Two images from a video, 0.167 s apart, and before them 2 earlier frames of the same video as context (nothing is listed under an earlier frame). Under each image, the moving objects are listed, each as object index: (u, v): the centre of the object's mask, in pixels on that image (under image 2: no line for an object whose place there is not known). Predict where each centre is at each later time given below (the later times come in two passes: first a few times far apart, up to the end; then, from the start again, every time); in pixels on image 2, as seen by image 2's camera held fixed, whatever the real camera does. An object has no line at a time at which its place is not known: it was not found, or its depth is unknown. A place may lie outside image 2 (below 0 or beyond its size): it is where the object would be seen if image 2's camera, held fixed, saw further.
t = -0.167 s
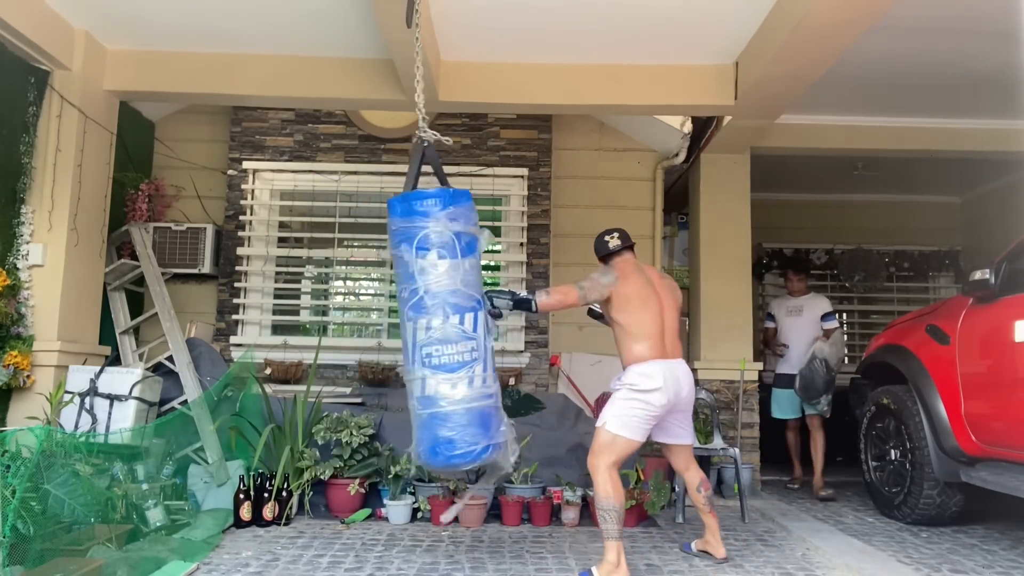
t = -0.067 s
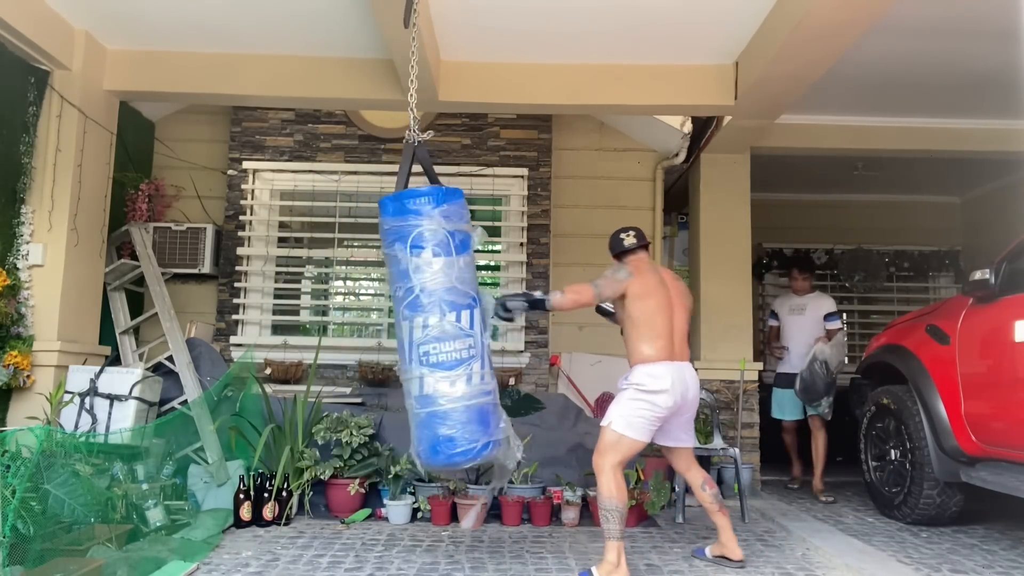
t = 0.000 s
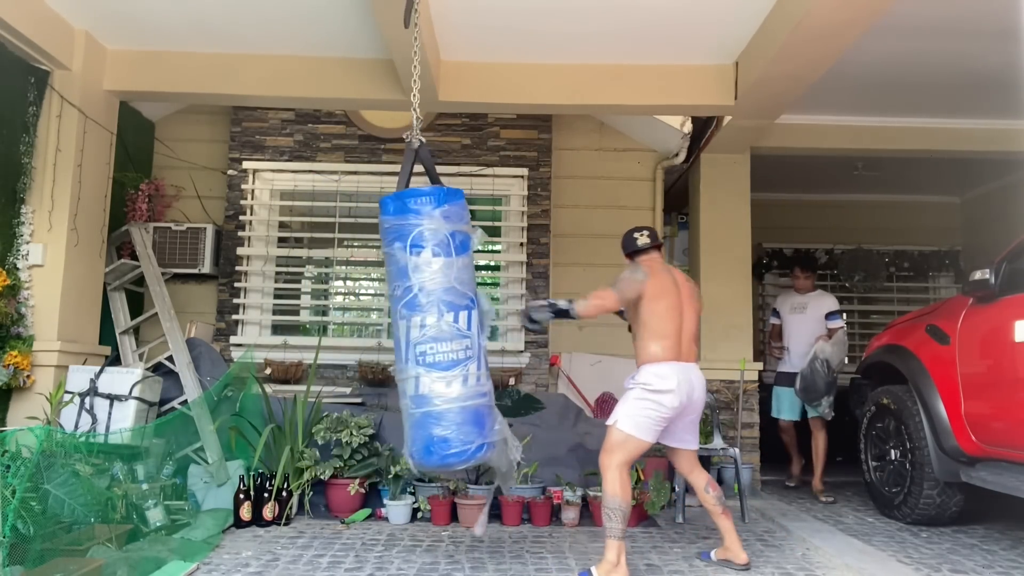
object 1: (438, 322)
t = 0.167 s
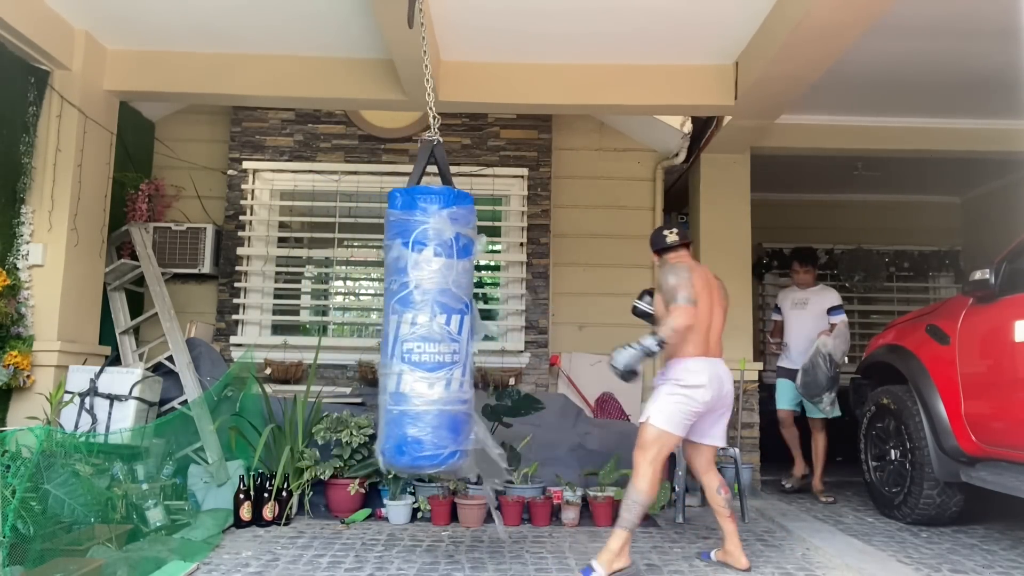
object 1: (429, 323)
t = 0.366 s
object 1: (407, 323)
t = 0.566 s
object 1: (385, 323)
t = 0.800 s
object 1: (368, 321)
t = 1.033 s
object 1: (358, 319)
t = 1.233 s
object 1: (365, 320)
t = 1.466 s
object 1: (380, 322)
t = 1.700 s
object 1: (405, 324)
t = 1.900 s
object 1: (424, 324)
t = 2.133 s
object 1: (441, 323)
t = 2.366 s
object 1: (447, 322)
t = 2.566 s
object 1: (443, 324)
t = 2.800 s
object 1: (426, 322)
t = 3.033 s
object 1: (404, 323)
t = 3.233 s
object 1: (383, 322)
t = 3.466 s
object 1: (365, 321)
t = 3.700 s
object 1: (360, 321)
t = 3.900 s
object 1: (366, 321)
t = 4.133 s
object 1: (384, 323)
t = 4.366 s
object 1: (407, 324)
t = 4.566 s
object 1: (426, 324)
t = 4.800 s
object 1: (441, 323)
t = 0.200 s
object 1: (426, 323)
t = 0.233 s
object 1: (422, 323)
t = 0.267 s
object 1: (419, 323)
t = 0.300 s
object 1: (415, 323)
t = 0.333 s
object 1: (411, 324)
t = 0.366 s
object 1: (407, 323)
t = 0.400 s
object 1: (402, 323)
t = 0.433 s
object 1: (398, 322)
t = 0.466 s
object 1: (394, 323)
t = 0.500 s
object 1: (391, 322)
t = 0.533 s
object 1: (388, 323)
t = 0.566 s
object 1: (385, 323)
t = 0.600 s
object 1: (382, 322)
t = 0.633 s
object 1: (380, 322)
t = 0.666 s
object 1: (377, 322)
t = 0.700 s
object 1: (375, 322)
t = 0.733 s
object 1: (372, 321)
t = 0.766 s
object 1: (370, 321)
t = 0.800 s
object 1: (368, 321)
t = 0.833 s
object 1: (366, 321)
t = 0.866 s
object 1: (363, 321)
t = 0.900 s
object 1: (361, 320)
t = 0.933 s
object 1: (360, 320)
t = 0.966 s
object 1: (359, 319)
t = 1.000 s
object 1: (359, 319)
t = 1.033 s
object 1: (358, 319)
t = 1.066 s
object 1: (359, 320)
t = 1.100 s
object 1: (360, 320)
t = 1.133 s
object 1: (360, 320)
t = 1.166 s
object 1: (362, 320)
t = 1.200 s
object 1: (363, 320)
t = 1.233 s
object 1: (365, 320)
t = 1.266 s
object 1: (367, 322)
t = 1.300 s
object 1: (369, 321)
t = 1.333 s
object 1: (370, 322)
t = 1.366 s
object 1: (373, 322)
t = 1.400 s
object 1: (375, 322)
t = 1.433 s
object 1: (377, 323)
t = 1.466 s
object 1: (380, 322)
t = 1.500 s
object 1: (383, 323)
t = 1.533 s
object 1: (386, 323)
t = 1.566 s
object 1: (390, 324)
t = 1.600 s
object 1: (394, 324)
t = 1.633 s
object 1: (397, 324)
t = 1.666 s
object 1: (401, 324)
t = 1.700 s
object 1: (405, 324)
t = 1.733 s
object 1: (408, 324)
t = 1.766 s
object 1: (412, 324)
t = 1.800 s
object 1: (415, 324)
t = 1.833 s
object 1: (418, 324)
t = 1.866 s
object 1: (421, 324)
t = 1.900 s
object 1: (424, 324)
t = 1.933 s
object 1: (426, 323)
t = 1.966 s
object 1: (429, 324)
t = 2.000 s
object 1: (431, 324)
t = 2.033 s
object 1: (434, 323)
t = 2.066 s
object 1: (436, 323)
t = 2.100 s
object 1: (439, 323)
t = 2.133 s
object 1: (441, 323)
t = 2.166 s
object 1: (443, 323)
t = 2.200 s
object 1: (445, 323)
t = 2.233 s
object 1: (446, 323)
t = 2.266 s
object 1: (447, 322)
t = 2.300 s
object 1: (447, 322)
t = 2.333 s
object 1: (447, 322)
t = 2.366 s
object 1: (447, 322)
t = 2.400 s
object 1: (447, 322)
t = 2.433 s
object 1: (447, 322)
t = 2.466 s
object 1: (446, 322)
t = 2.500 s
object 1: (445, 323)
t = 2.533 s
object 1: (444, 323)
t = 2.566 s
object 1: (443, 324)
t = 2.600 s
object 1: (442, 324)
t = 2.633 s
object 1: (439, 322)
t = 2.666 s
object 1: (437, 322)
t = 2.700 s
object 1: (435, 322)
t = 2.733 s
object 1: (432, 322)
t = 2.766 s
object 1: (429, 322)
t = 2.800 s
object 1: (426, 322)
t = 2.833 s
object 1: (424, 323)
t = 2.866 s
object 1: (420, 323)
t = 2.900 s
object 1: (417, 322)
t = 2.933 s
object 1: (414, 323)
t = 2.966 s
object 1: (410, 324)
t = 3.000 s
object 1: (407, 323)
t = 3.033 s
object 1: (404, 323)
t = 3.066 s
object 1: (400, 324)
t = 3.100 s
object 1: (397, 323)
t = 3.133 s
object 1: (393, 324)
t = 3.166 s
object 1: (390, 323)
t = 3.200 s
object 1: (386, 323)
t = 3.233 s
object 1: (383, 322)
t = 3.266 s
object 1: (380, 322)
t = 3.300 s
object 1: (377, 322)
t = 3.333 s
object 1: (374, 322)
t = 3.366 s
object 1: (372, 322)
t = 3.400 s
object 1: (369, 321)
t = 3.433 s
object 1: (367, 321)
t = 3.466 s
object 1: (365, 321)
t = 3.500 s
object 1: (364, 320)
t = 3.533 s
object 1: (362, 320)
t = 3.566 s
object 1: (362, 320)
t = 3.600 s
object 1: (361, 320)
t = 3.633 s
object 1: (360, 320)
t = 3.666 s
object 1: (360, 321)
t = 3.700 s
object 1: (360, 321)
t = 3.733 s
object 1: (360, 320)
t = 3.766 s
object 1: (361, 319)
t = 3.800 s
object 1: (362, 320)
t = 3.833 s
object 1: (363, 320)
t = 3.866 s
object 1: (364, 320)
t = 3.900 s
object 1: (366, 321)
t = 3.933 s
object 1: (368, 322)
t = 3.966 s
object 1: (370, 320)
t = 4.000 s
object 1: (373, 322)
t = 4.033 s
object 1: (375, 322)
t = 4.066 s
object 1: (378, 324)
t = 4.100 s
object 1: (381, 324)
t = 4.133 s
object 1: (384, 323)
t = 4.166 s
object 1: (387, 323)
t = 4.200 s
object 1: (390, 323)
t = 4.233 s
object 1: (393, 323)
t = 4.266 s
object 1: (397, 323)
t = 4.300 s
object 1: (400, 323)
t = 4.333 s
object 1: (404, 324)
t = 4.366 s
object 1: (407, 324)
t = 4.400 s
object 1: (410, 324)
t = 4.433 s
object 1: (414, 324)
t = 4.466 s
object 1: (417, 324)
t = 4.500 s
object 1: (421, 324)
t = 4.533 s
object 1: (424, 324)
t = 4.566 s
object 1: (426, 324)
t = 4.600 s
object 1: (429, 323)
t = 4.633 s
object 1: (431, 323)
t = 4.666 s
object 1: (434, 323)
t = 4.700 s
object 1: (436, 323)
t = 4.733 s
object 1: (438, 323)
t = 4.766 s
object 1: (440, 322)
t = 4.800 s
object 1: (441, 323)
